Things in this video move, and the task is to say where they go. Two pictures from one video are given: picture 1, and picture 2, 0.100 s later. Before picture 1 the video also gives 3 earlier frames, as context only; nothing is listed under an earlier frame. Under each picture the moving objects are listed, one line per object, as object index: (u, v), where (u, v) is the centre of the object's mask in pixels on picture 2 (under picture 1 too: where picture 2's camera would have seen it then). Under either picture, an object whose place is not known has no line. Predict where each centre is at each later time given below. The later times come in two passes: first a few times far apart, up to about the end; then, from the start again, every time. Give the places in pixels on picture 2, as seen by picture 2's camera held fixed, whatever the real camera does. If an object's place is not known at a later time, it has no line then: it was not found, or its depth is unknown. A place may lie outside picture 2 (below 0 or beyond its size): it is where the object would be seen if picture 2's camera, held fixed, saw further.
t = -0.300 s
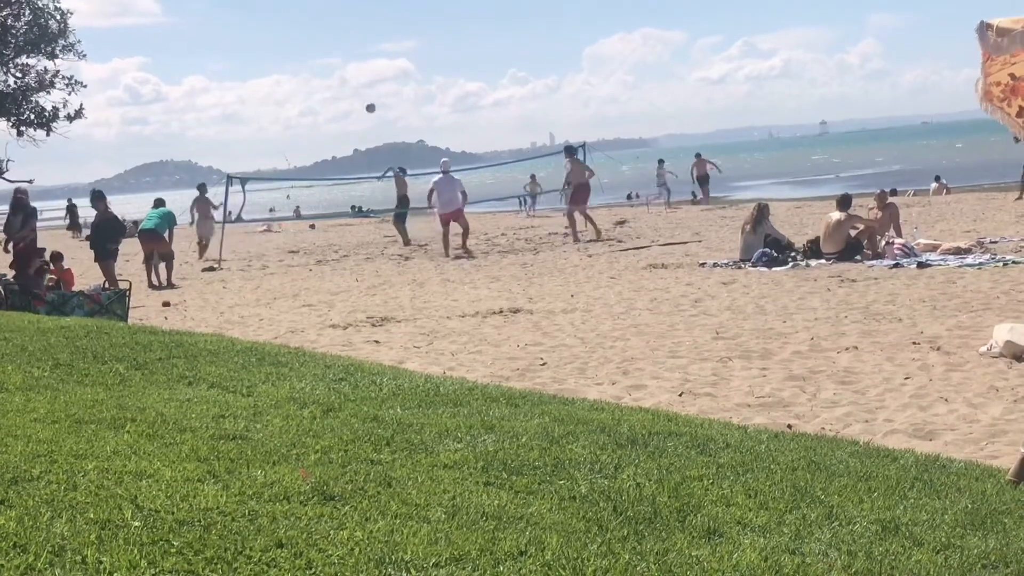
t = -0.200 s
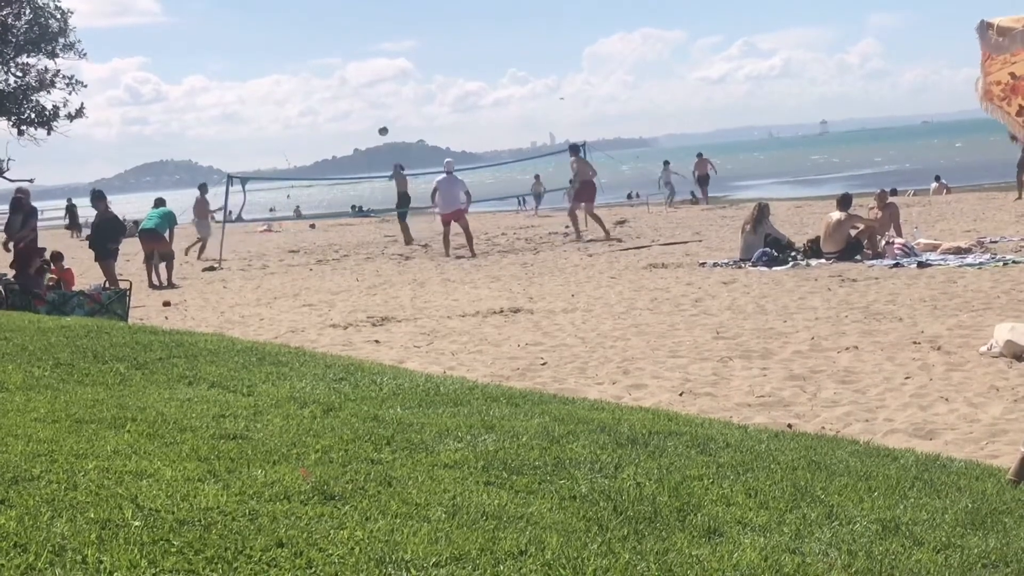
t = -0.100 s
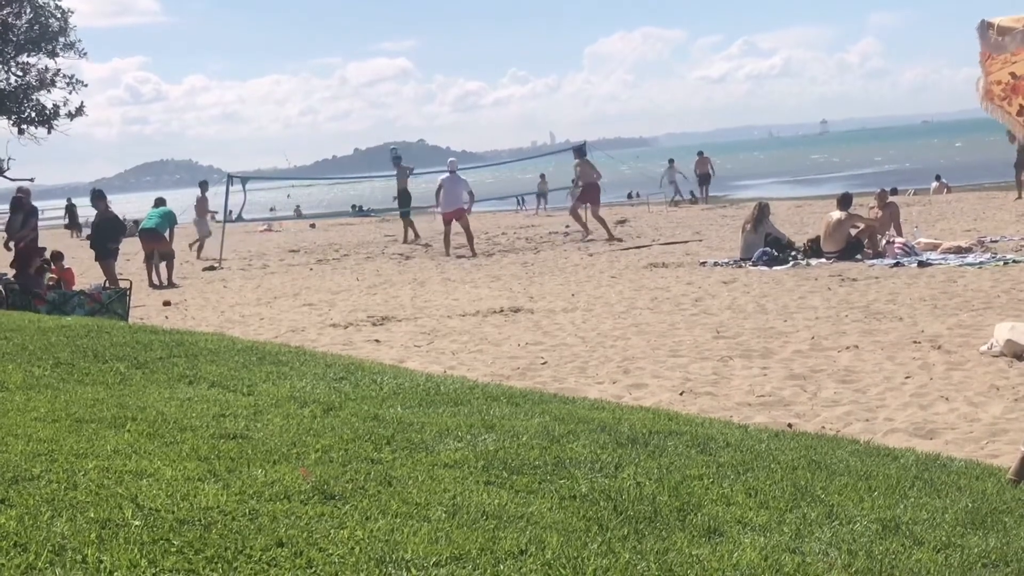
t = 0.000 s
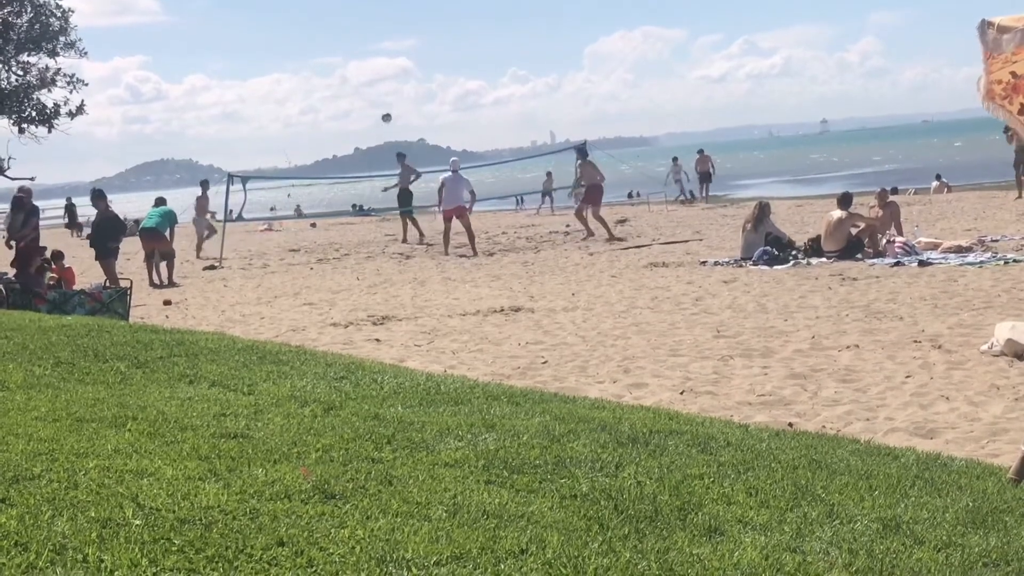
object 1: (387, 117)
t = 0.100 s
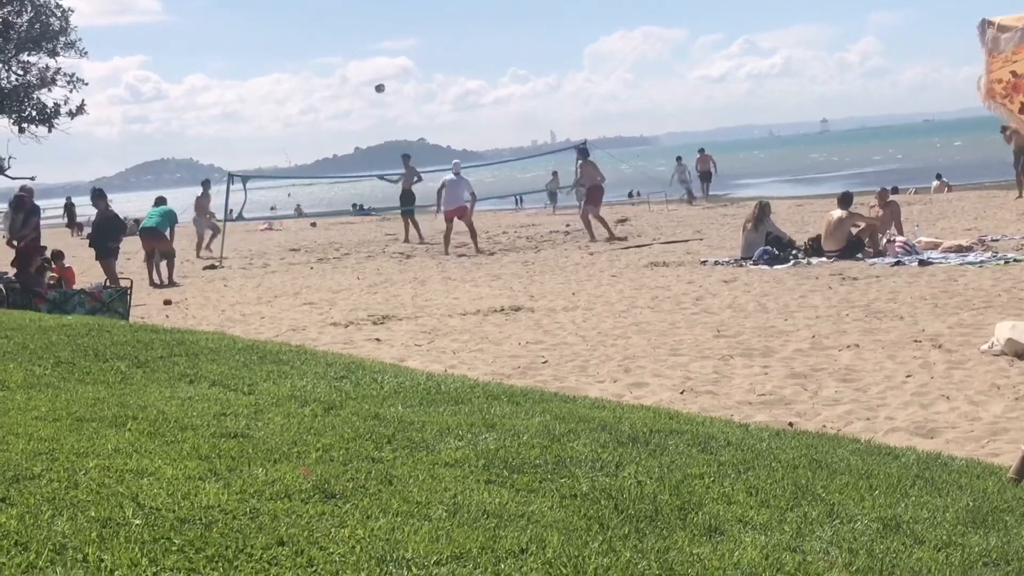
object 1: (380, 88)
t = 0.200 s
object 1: (373, 63)
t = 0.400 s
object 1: (362, 27)
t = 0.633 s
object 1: (350, 10)
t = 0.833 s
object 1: (342, 16)
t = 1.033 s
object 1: (336, 45)
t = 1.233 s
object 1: (331, 95)
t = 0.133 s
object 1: (377, 79)
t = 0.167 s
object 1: (375, 71)
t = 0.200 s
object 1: (373, 63)
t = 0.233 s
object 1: (371, 56)
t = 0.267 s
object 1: (369, 49)
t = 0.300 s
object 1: (367, 43)
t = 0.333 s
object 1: (365, 37)
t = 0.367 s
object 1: (364, 32)
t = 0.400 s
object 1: (362, 27)
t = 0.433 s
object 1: (360, 23)
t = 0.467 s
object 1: (358, 20)
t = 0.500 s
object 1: (357, 17)
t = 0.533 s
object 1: (355, 14)
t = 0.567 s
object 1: (353, 12)
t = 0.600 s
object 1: (352, 10)
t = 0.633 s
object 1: (350, 10)
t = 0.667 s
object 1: (349, 9)
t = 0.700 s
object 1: (347, 9)
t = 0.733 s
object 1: (346, 10)
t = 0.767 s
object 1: (345, 12)
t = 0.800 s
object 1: (343, 14)
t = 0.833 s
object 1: (342, 16)
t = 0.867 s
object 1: (341, 19)
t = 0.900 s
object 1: (340, 23)
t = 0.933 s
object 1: (339, 27)
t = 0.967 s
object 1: (337, 32)
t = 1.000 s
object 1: (337, 38)
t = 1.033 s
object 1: (336, 45)
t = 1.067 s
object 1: (335, 51)
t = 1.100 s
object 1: (334, 59)
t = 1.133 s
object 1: (333, 67)
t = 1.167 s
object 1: (332, 76)
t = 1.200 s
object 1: (331, 85)
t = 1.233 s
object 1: (331, 95)
